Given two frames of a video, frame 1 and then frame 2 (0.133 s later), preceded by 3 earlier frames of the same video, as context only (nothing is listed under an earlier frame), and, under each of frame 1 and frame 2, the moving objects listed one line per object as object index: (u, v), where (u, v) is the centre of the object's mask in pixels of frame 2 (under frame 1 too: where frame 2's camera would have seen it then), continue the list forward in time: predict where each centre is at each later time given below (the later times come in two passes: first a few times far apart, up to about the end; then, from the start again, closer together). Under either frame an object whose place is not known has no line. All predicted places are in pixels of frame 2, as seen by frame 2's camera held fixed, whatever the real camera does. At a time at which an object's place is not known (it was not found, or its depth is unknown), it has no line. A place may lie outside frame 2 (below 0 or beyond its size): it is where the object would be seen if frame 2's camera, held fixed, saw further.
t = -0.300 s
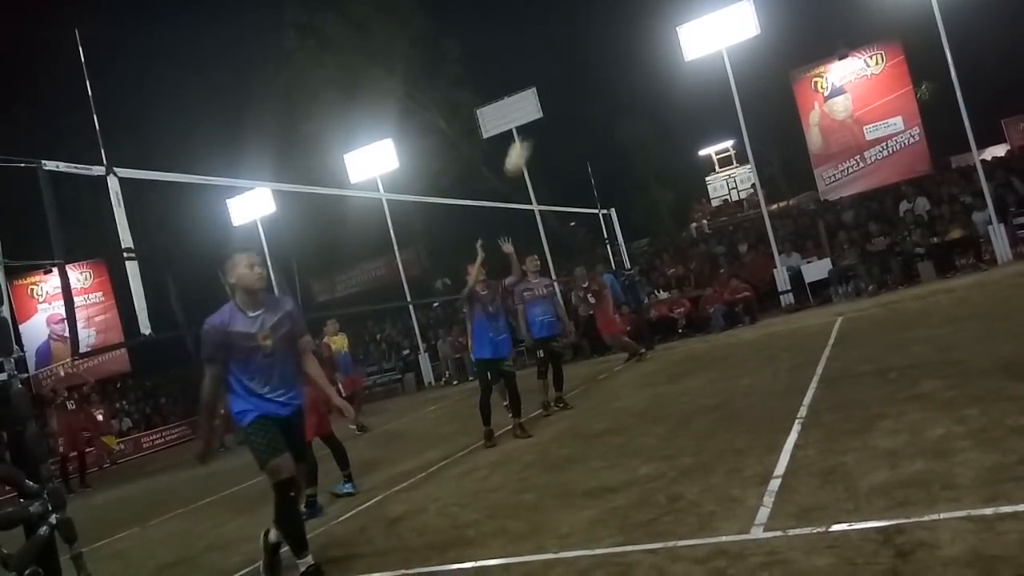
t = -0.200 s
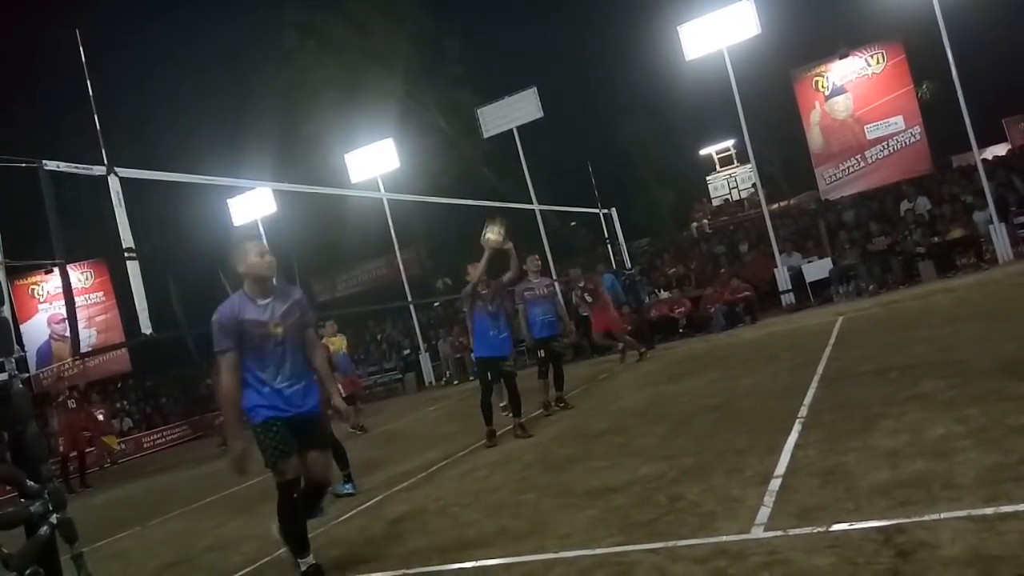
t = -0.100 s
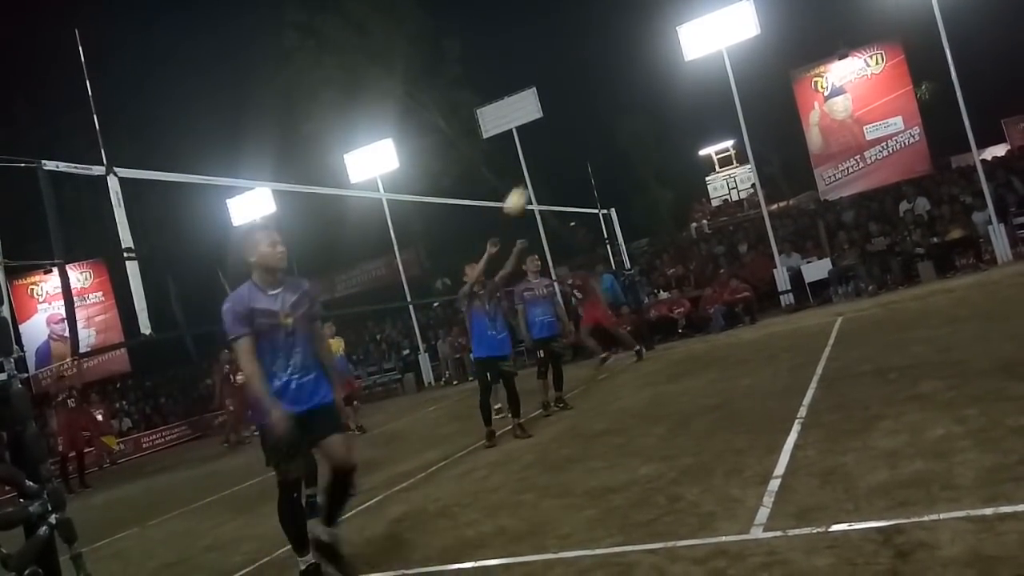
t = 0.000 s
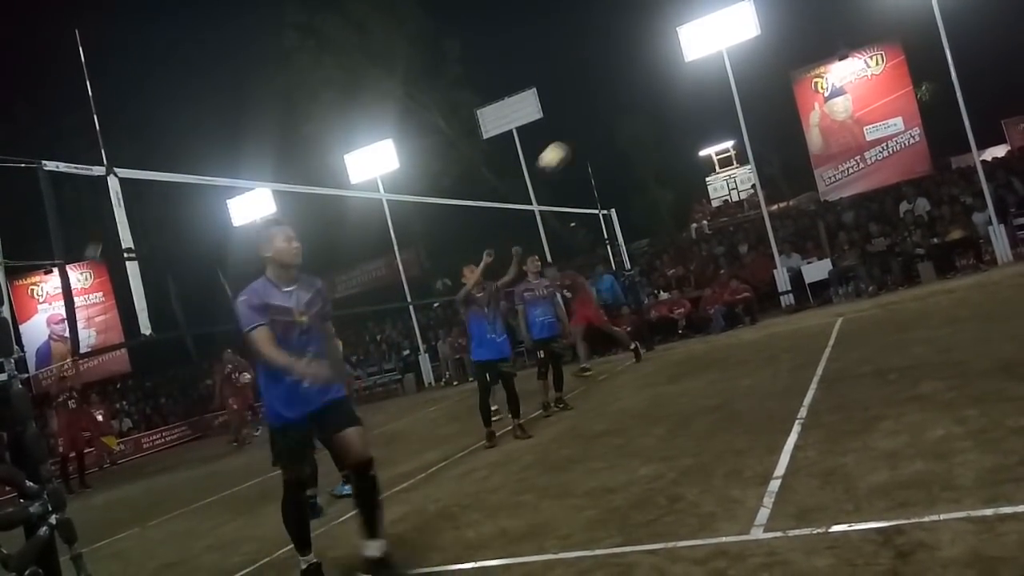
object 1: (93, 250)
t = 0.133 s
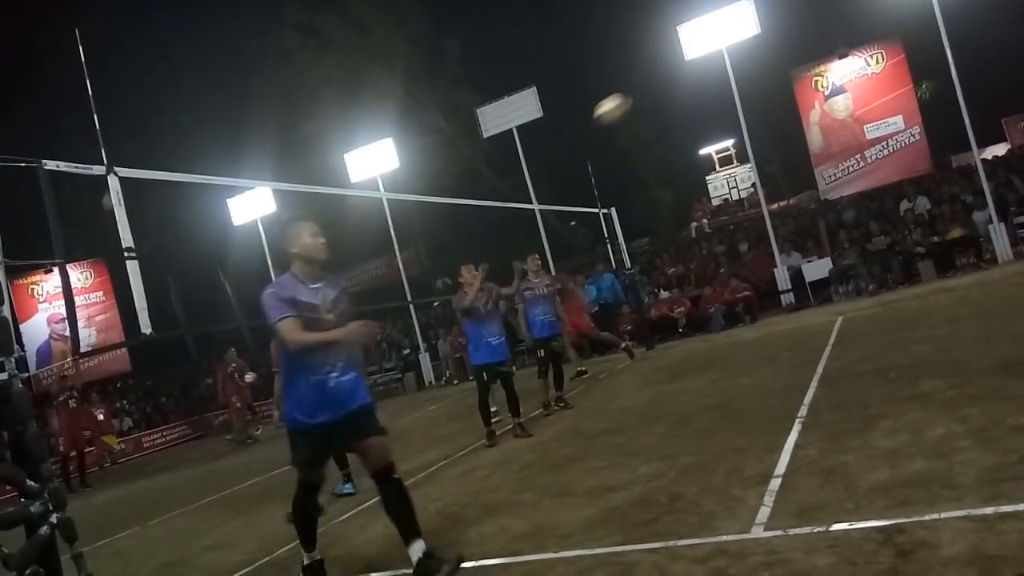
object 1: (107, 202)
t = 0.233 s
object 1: (125, 164)
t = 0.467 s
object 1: (162, 115)
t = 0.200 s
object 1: (123, 181)
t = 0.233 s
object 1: (125, 164)
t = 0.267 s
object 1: (129, 159)
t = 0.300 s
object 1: (134, 150)
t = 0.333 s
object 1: (139, 142)
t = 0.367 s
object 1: (144, 134)
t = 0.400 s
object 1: (150, 127)
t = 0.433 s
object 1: (156, 121)
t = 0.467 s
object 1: (162, 115)
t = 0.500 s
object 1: (168, 110)
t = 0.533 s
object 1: (174, 106)
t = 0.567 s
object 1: (181, 102)
